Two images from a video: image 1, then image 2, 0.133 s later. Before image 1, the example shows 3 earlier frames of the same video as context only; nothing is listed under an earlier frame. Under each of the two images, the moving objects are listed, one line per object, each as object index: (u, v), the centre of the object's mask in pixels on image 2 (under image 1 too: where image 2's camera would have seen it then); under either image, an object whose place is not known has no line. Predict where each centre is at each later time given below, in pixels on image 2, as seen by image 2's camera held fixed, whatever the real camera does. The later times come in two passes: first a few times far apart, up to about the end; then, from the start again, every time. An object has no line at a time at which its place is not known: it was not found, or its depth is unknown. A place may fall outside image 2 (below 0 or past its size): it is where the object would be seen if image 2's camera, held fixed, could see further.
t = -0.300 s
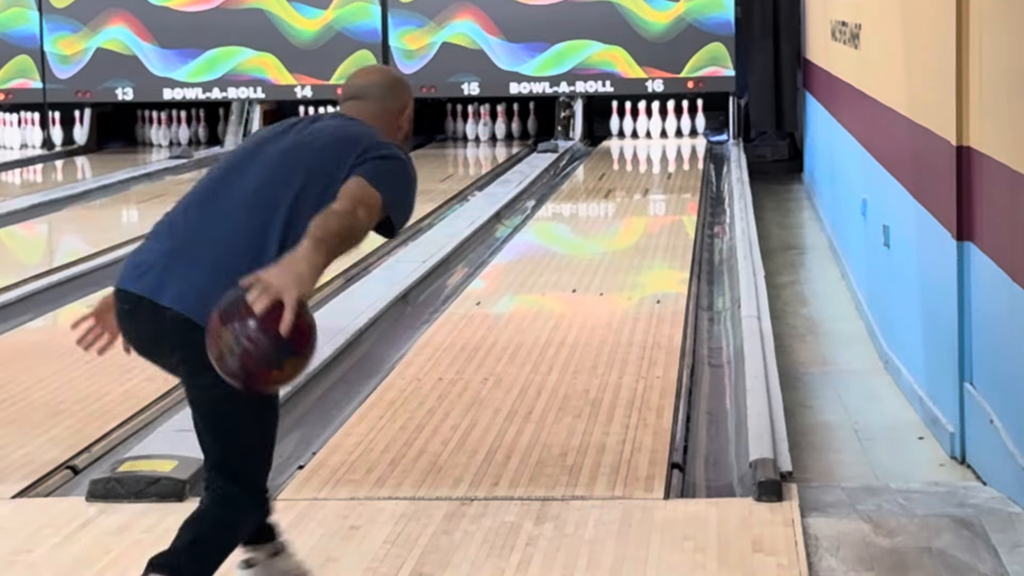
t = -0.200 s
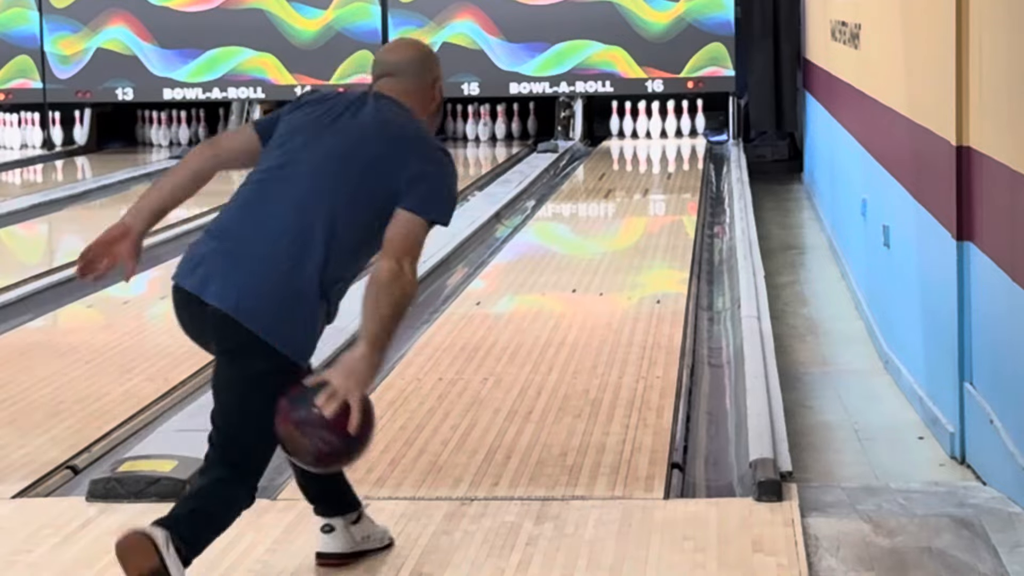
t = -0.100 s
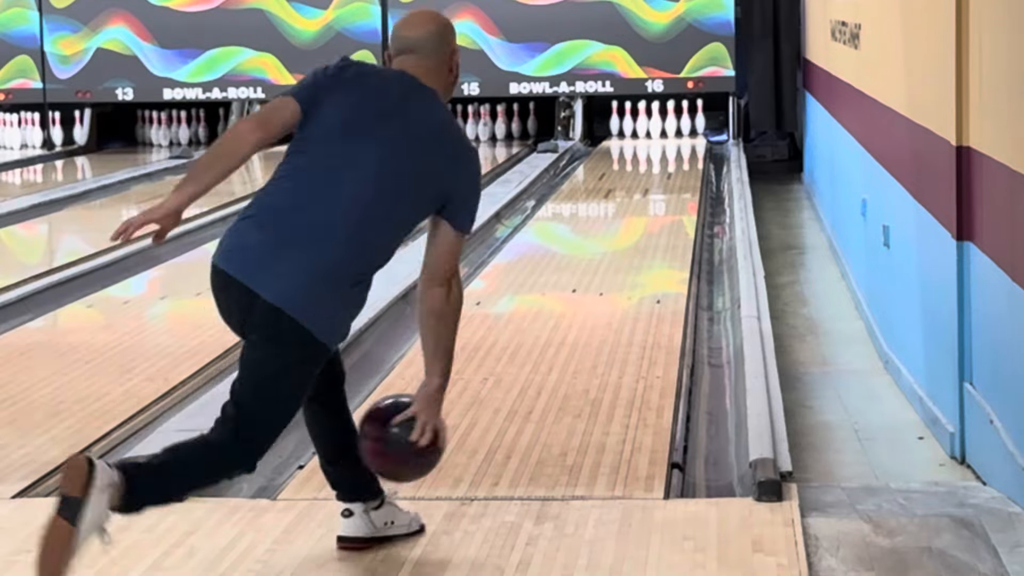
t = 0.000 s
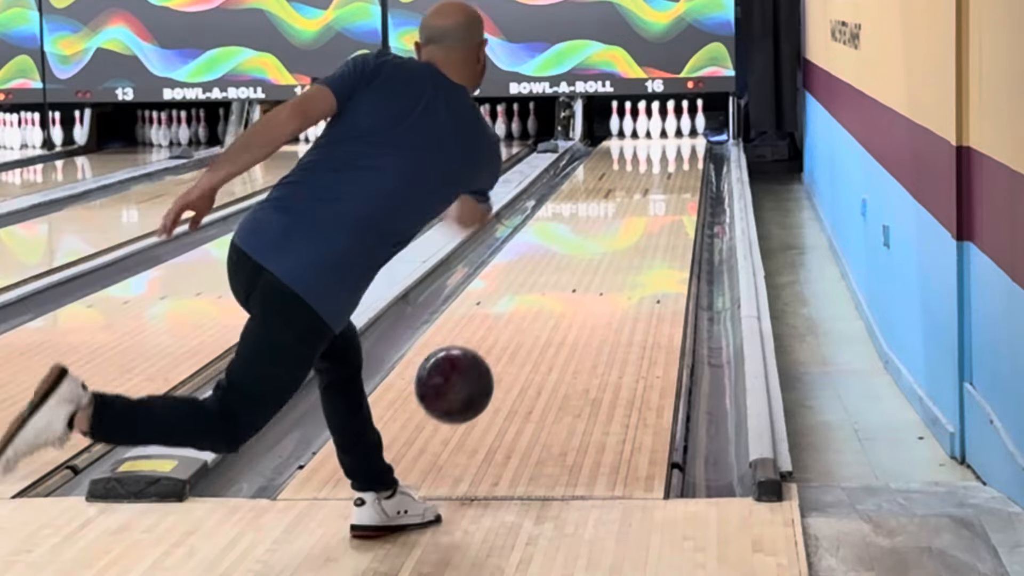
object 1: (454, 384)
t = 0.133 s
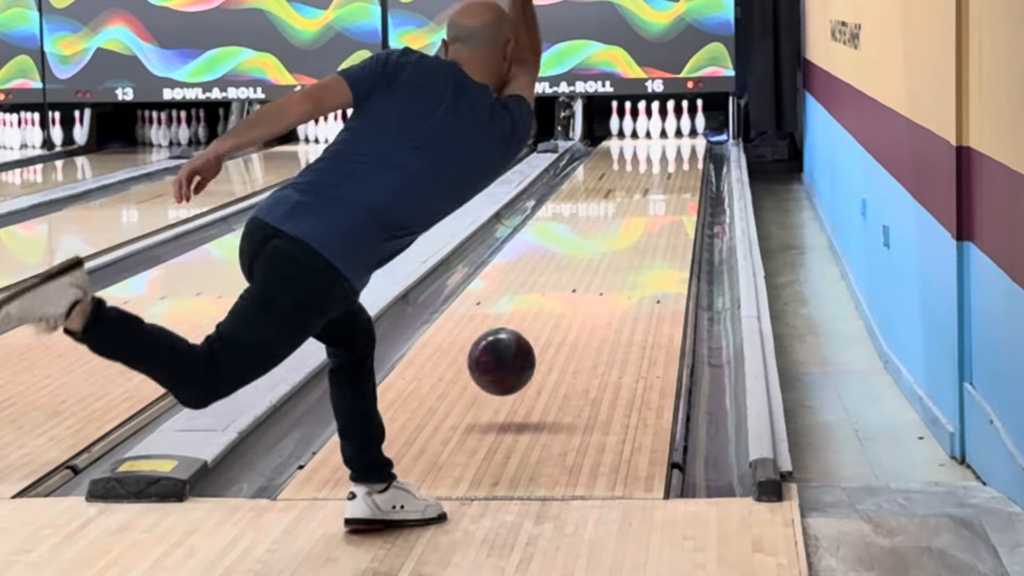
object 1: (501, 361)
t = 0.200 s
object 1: (521, 368)
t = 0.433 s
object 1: (572, 302)
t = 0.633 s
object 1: (602, 263)
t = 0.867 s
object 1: (627, 229)
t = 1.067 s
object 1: (644, 208)
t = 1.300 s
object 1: (659, 187)
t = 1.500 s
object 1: (668, 173)
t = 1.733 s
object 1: (675, 159)
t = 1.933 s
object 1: (678, 149)
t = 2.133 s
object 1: (678, 141)
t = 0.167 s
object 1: (512, 365)
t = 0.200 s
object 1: (521, 368)
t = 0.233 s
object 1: (530, 352)
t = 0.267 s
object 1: (538, 342)
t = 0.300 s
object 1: (545, 335)
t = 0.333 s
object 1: (553, 326)
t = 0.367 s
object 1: (560, 318)
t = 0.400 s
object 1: (566, 310)
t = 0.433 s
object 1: (572, 302)
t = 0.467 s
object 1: (578, 294)
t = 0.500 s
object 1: (583, 287)
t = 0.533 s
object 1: (588, 280)
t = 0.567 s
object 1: (593, 274)
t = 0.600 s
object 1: (598, 268)
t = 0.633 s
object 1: (602, 263)
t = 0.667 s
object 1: (606, 257)
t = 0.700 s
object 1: (610, 252)
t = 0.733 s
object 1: (614, 247)
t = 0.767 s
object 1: (617, 242)
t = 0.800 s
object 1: (621, 238)
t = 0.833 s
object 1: (624, 234)
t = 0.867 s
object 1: (627, 229)
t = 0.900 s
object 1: (630, 225)
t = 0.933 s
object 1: (633, 221)
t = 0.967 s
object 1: (636, 218)
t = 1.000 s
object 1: (639, 214)
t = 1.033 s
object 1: (641, 211)
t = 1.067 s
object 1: (644, 208)
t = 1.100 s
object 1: (646, 204)
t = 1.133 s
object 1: (648, 201)
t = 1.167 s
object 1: (650, 198)
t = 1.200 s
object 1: (653, 195)
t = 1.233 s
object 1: (655, 192)
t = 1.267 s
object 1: (657, 190)
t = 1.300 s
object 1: (659, 187)
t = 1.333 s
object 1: (660, 185)
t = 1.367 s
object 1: (661, 182)
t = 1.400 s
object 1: (664, 180)
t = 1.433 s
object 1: (665, 177)
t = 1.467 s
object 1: (667, 175)
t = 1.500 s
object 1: (668, 173)
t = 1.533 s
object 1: (669, 170)
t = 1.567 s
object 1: (671, 168)
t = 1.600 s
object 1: (672, 166)
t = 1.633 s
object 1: (672, 165)
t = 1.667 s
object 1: (673, 163)
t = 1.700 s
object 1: (674, 161)
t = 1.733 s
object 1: (675, 159)
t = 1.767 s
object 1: (676, 157)
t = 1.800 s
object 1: (677, 155)
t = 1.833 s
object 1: (677, 154)
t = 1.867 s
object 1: (678, 152)
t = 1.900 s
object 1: (678, 150)
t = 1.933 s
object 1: (678, 149)
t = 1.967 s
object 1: (679, 147)
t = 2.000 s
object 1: (679, 146)
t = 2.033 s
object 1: (679, 145)
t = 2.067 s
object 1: (679, 143)
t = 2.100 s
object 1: (679, 142)
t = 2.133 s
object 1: (678, 141)
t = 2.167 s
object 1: (678, 140)
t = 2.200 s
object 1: (677, 139)
